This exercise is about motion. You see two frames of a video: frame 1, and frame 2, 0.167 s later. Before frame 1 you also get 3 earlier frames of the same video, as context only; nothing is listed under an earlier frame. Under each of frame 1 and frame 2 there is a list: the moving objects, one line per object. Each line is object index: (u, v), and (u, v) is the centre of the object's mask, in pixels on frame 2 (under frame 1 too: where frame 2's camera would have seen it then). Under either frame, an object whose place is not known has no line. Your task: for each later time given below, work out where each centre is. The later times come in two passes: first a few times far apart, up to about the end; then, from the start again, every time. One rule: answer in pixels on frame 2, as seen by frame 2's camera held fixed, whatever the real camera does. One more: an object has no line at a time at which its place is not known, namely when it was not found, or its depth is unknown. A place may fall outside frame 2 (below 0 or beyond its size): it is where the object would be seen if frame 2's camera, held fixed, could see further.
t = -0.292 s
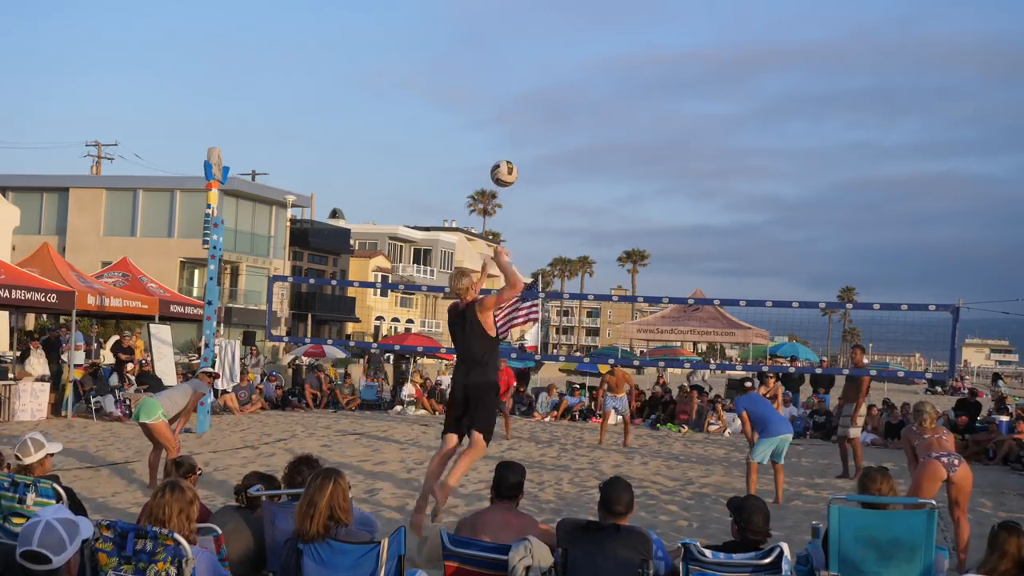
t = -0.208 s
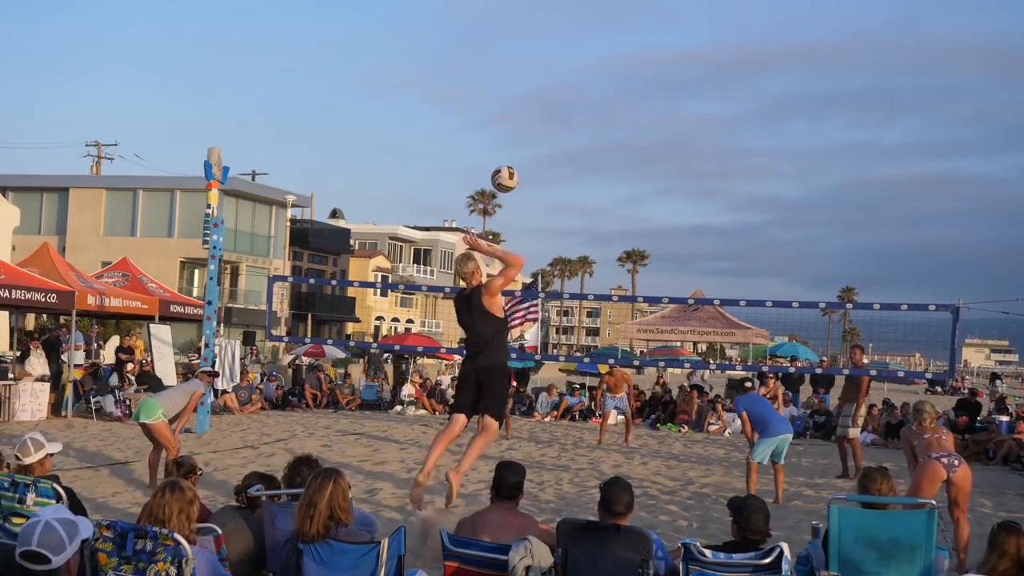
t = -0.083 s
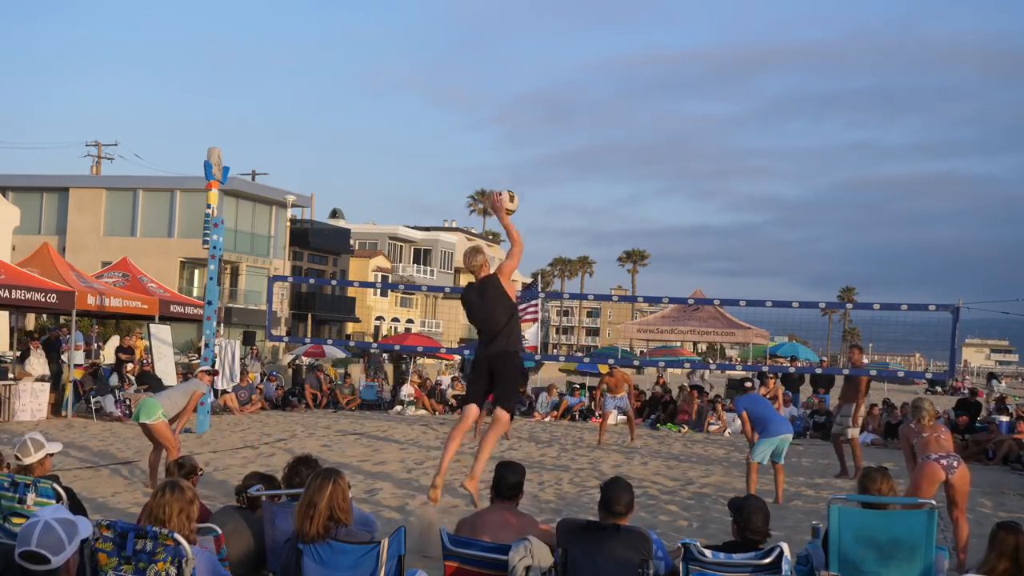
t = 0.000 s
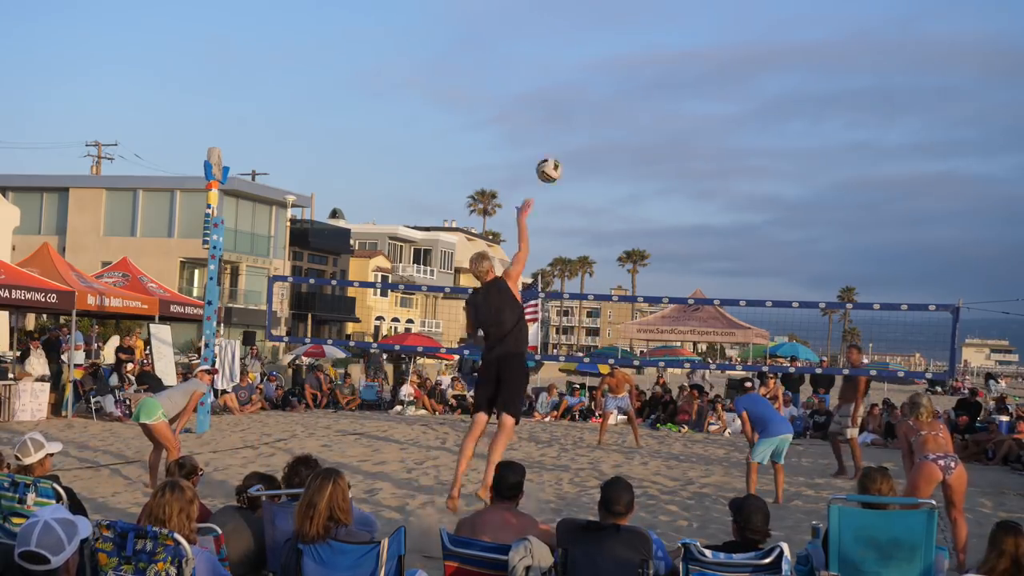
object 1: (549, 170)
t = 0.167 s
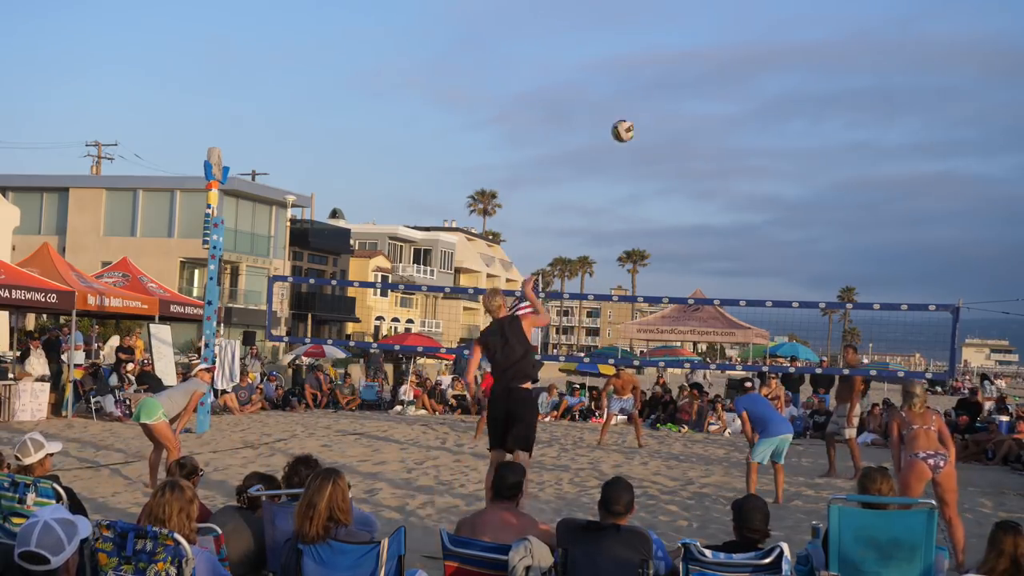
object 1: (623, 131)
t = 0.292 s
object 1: (664, 123)
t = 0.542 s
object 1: (726, 148)
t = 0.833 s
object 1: (777, 231)
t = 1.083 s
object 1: (806, 332)
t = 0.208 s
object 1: (637, 126)
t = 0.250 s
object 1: (651, 124)
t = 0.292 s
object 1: (664, 123)
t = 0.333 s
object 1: (676, 124)
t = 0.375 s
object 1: (687, 126)
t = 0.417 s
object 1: (698, 129)
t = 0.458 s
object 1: (708, 134)
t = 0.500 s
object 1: (717, 140)
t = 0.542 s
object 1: (726, 148)
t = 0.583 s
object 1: (735, 156)
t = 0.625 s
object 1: (742, 166)
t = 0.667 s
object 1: (750, 177)
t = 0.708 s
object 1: (758, 189)
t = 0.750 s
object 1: (764, 202)
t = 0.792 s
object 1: (771, 216)
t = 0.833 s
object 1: (777, 231)
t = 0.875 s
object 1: (782, 246)
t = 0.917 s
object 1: (788, 262)
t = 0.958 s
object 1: (793, 278)
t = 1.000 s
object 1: (798, 295)
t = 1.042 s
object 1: (802, 314)
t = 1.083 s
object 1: (806, 332)
